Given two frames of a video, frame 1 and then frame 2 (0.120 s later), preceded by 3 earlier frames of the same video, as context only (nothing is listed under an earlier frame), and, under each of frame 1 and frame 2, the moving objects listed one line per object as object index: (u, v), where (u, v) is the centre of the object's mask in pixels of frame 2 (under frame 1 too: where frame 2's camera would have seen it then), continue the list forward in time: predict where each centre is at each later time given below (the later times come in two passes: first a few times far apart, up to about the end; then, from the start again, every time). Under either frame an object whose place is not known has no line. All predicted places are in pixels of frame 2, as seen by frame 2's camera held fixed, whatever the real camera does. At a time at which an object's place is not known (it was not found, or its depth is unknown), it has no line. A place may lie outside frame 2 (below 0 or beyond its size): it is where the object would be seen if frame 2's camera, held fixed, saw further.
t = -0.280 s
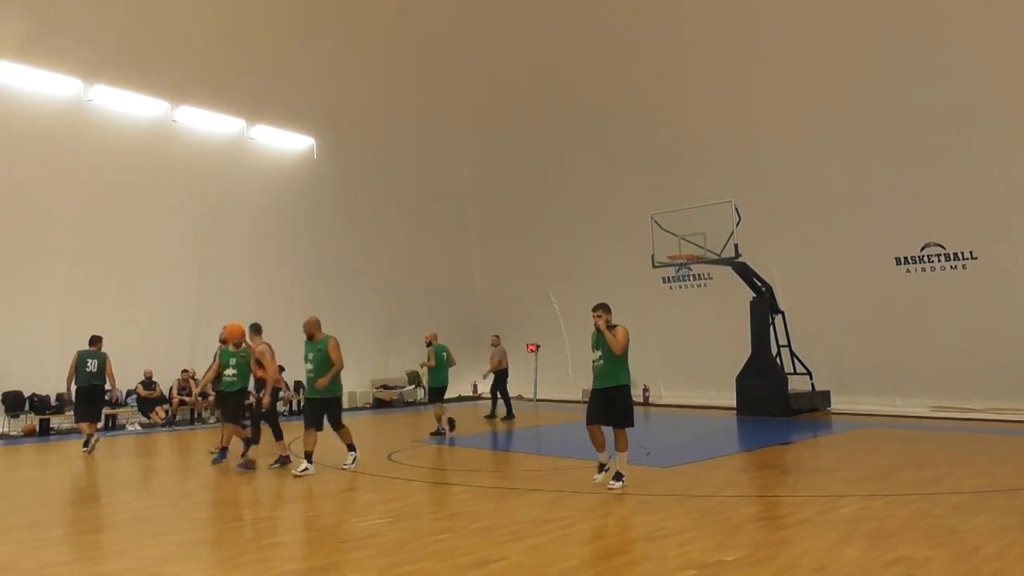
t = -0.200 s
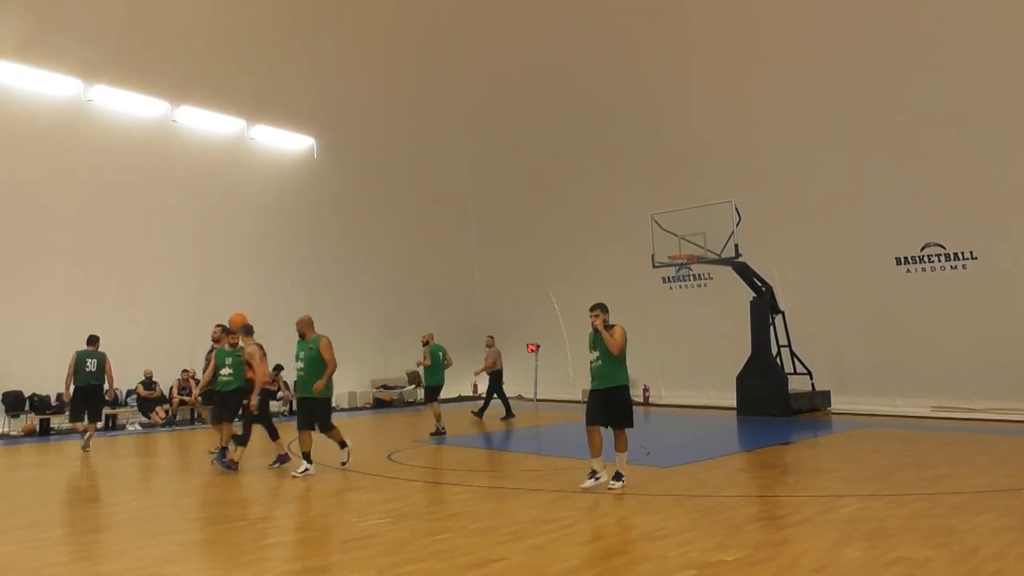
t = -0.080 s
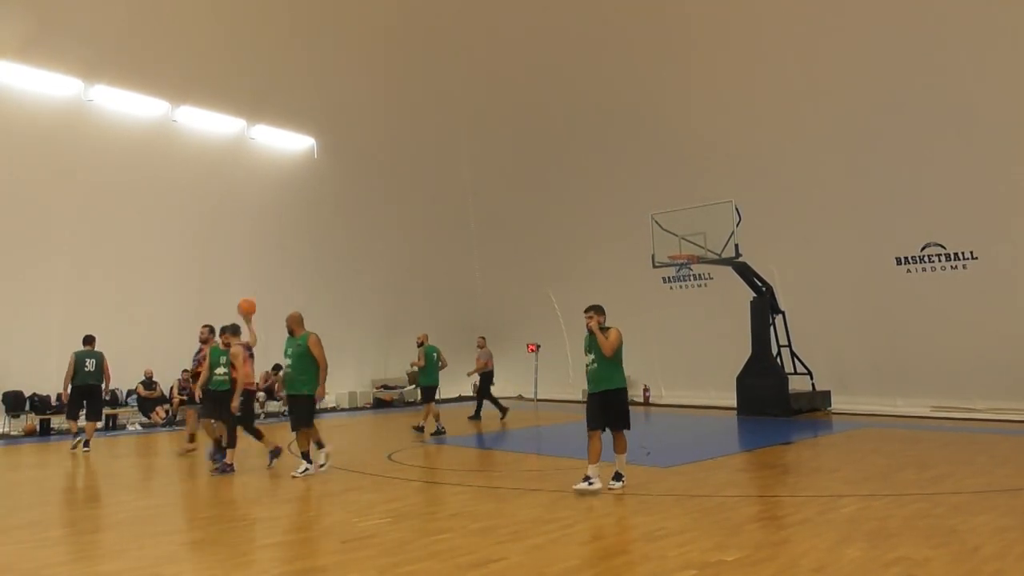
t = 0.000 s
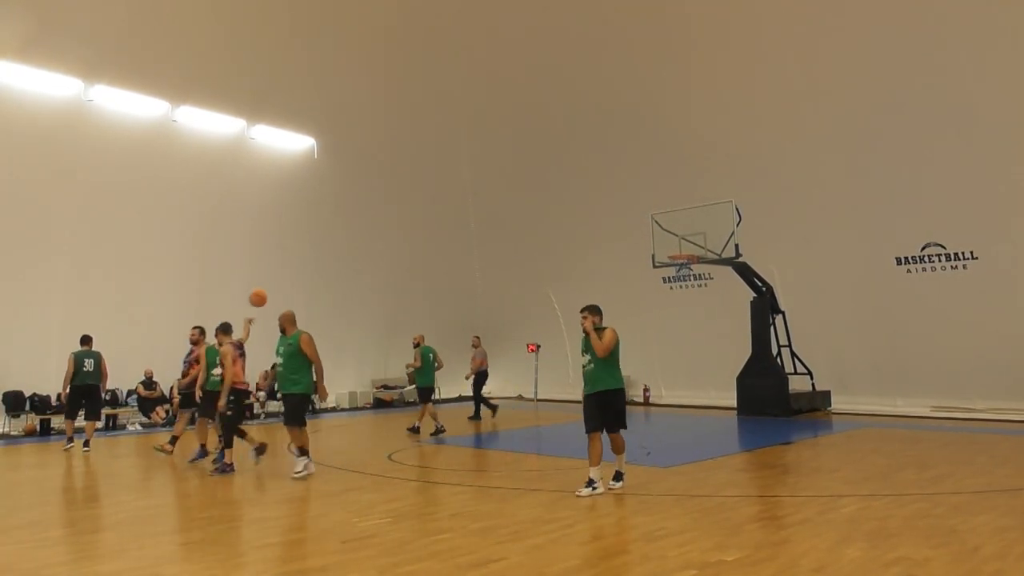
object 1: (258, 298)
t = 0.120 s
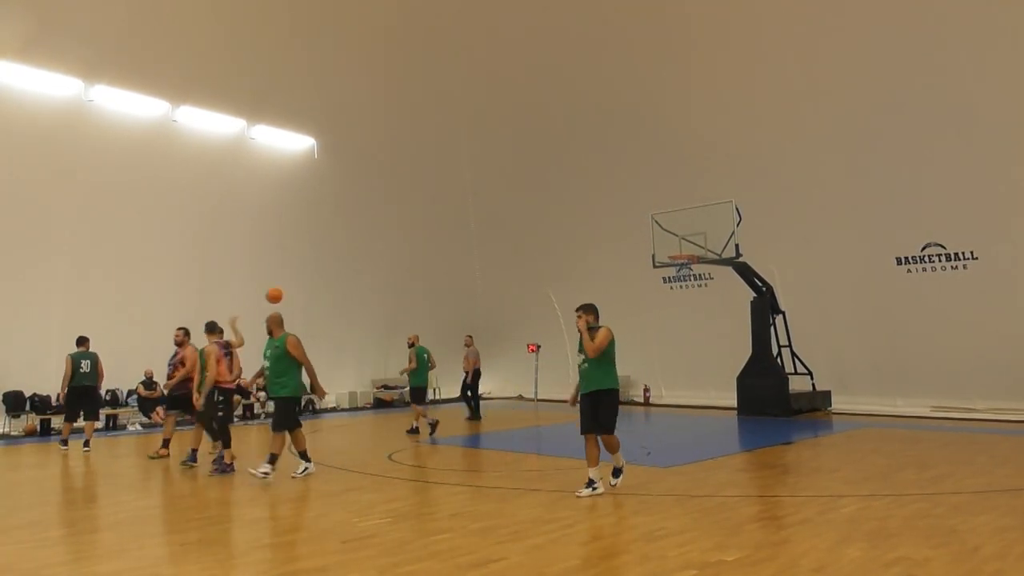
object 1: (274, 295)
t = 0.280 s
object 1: (292, 305)
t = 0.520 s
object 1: (316, 345)
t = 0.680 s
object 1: (331, 384)
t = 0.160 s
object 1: (279, 296)
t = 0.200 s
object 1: (283, 298)
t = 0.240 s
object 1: (288, 301)
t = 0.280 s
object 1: (292, 305)
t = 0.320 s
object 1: (297, 310)
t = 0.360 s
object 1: (301, 315)
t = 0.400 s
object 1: (305, 321)
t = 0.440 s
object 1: (309, 328)
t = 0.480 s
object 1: (312, 336)
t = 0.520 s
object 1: (316, 345)
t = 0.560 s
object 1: (320, 354)
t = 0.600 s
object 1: (324, 363)
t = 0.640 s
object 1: (327, 373)
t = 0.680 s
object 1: (331, 384)
